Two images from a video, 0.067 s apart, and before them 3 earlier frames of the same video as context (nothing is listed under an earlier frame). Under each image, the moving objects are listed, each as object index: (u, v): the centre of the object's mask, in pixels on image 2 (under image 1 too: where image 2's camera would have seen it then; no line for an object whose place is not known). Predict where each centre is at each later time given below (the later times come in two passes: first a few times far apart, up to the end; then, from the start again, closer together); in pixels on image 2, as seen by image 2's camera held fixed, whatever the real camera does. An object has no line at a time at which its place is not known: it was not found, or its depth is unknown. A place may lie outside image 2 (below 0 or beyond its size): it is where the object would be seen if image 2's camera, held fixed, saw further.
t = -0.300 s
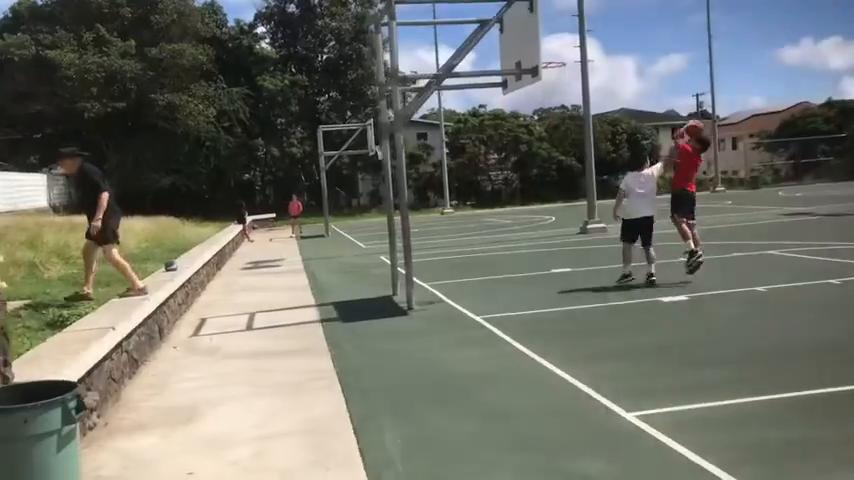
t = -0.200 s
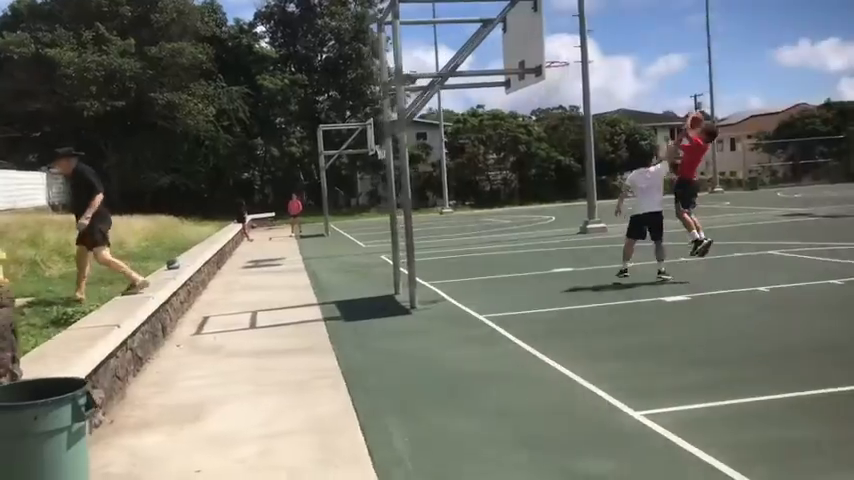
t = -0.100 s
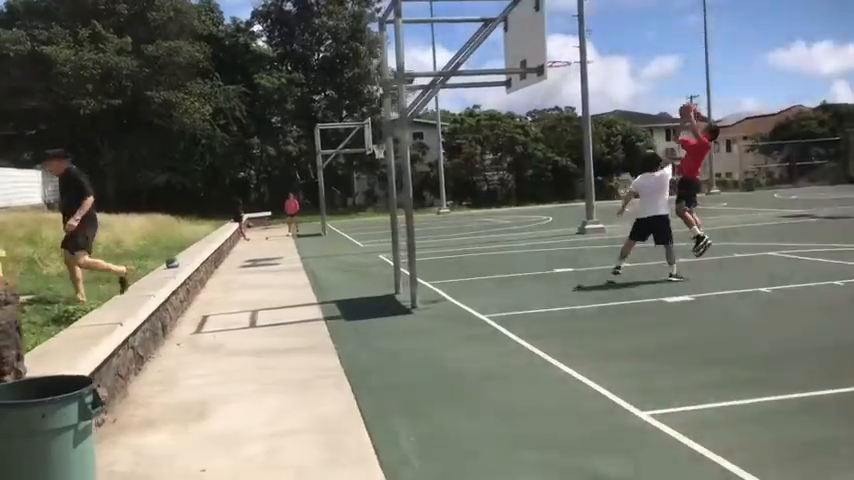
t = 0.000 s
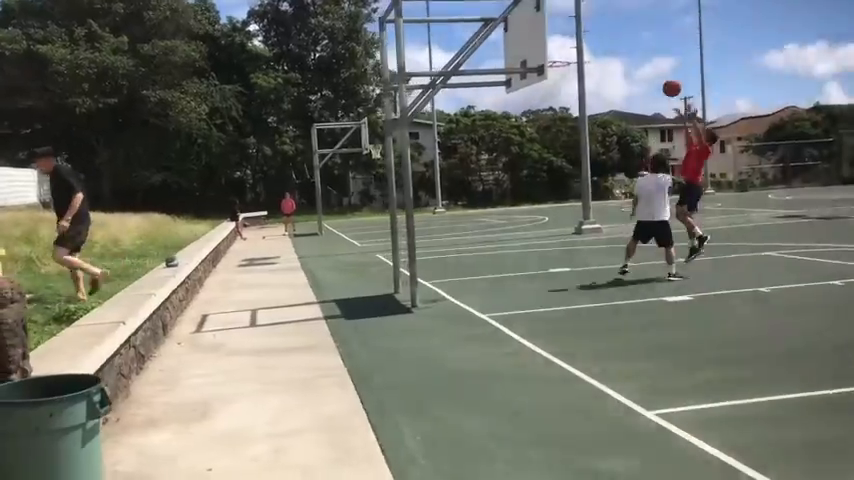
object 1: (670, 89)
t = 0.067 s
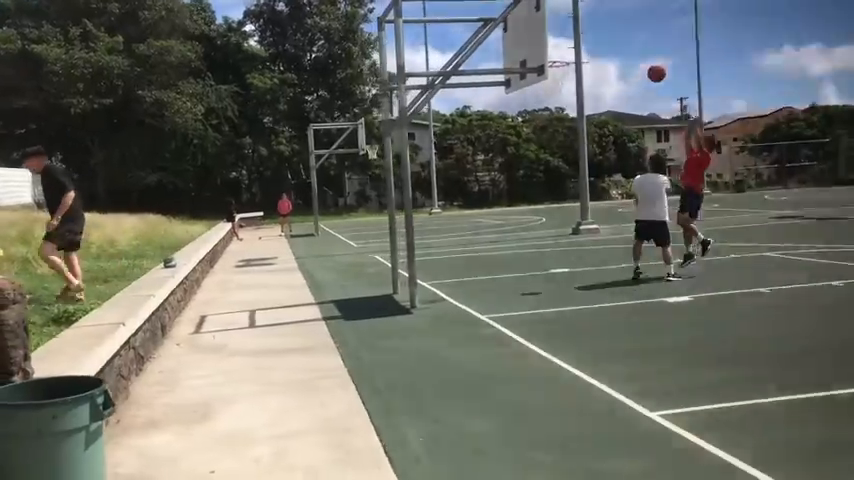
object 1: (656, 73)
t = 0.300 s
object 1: (609, 44)
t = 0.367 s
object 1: (596, 44)
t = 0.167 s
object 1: (636, 56)
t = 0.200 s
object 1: (629, 52)
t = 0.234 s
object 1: (623, 49)
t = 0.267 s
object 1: (616, 46)
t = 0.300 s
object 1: (609, 44)
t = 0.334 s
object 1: (602, 43)
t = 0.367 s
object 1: (596, 44)
